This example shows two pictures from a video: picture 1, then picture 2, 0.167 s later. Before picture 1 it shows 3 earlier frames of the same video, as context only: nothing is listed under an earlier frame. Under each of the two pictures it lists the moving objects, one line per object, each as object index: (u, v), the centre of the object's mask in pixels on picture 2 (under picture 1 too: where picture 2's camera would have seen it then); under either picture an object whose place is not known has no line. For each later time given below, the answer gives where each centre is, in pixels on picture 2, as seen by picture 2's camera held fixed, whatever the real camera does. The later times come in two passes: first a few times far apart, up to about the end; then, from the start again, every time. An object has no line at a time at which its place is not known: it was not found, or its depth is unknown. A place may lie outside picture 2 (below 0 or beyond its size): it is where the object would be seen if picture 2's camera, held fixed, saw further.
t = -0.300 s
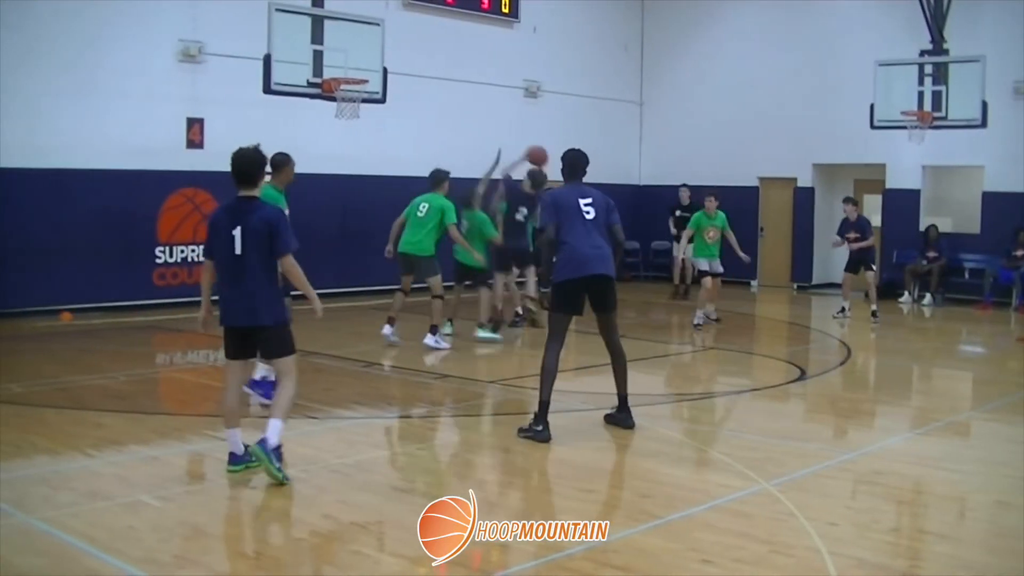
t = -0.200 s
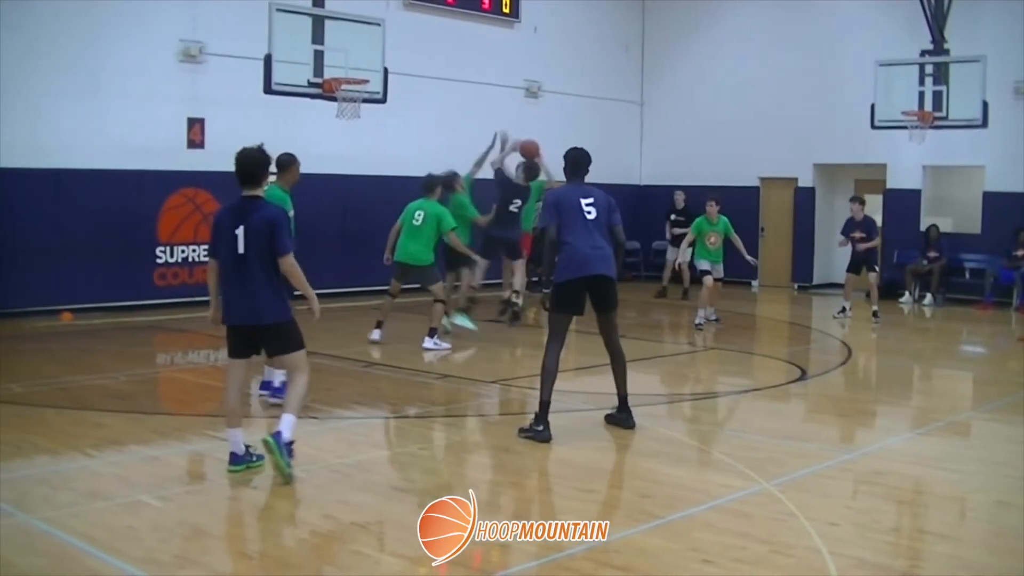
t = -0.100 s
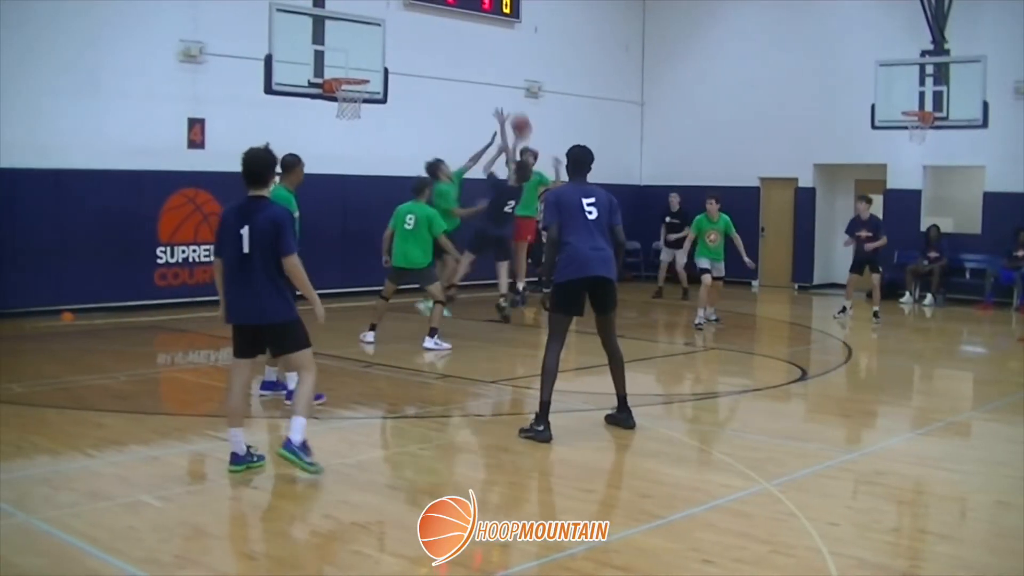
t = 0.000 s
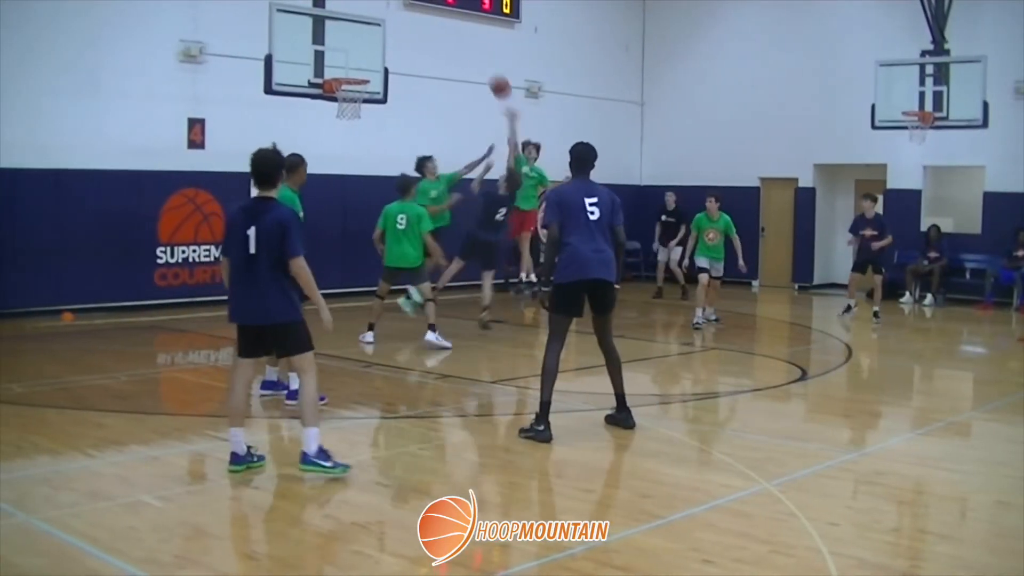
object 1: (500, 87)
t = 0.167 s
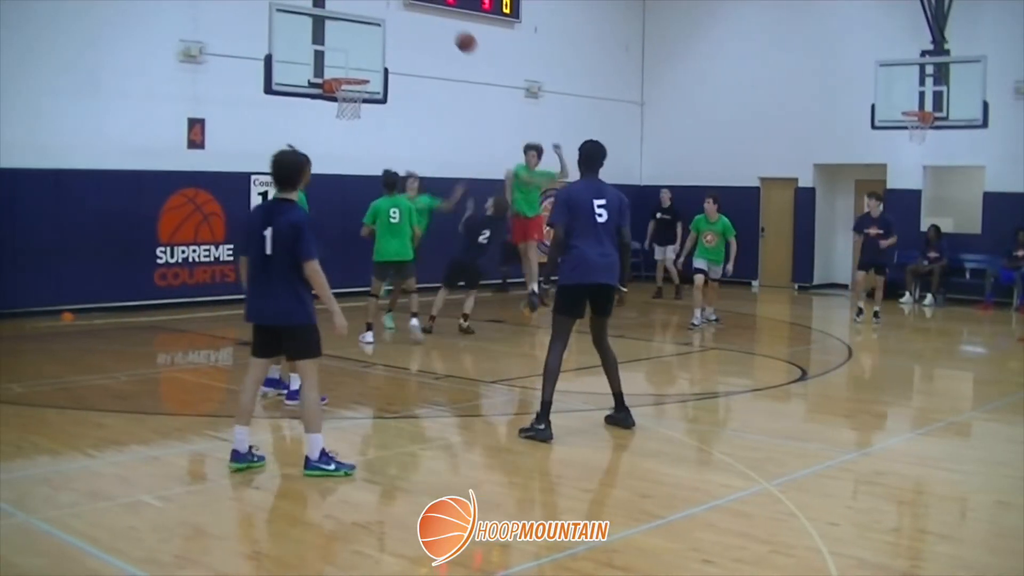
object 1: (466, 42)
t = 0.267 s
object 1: (445, 27)
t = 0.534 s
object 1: (392, 24)
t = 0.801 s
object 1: (344, 70)
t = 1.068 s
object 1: (387, 59)
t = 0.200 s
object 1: (459, 36)
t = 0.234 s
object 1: (452, 31)
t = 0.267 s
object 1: (445, 27)
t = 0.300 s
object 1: (438, 24)
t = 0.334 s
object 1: (431, 21)
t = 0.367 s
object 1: (425, 19)
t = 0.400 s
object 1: (418, 19)
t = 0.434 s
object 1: (411, 18)
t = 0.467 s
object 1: (404, 19)
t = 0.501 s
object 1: (398, 21)
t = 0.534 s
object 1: (392, 24)
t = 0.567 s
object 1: (385, 28)
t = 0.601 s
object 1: (378, 33)
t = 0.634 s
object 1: (371, 38)
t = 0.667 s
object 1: (364, 44)
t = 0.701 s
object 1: (358, 51)
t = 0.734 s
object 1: (352, 59)
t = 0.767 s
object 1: (346, 67)
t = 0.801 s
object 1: (344, 70)
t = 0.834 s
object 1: (349, 67)
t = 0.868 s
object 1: (354, 63)
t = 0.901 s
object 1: (360, 60)
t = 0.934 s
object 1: (364, 59)
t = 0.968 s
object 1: (370, 58)
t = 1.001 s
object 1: (375, 58)
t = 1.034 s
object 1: (381, 58)
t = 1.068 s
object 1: (387, 59)
